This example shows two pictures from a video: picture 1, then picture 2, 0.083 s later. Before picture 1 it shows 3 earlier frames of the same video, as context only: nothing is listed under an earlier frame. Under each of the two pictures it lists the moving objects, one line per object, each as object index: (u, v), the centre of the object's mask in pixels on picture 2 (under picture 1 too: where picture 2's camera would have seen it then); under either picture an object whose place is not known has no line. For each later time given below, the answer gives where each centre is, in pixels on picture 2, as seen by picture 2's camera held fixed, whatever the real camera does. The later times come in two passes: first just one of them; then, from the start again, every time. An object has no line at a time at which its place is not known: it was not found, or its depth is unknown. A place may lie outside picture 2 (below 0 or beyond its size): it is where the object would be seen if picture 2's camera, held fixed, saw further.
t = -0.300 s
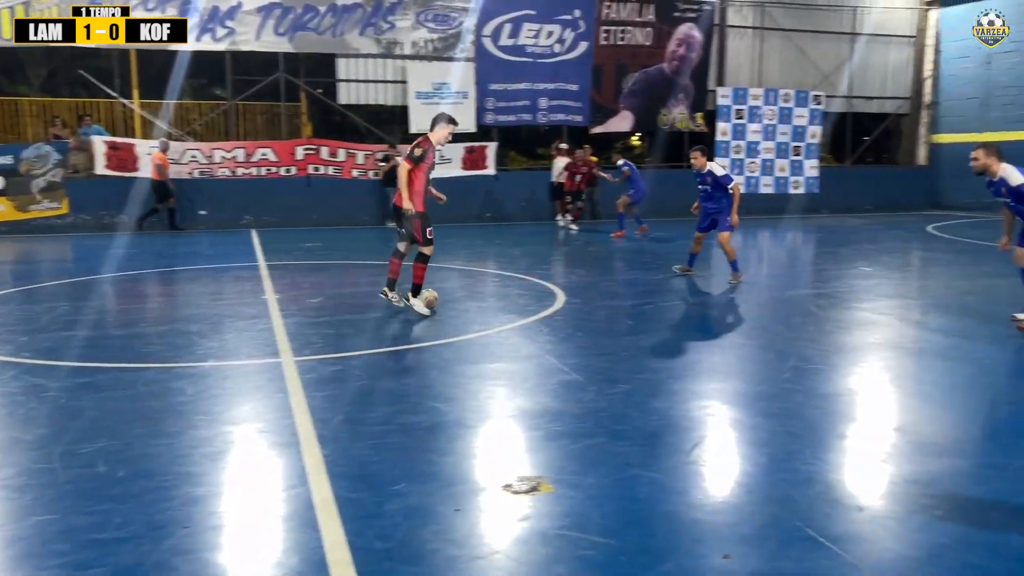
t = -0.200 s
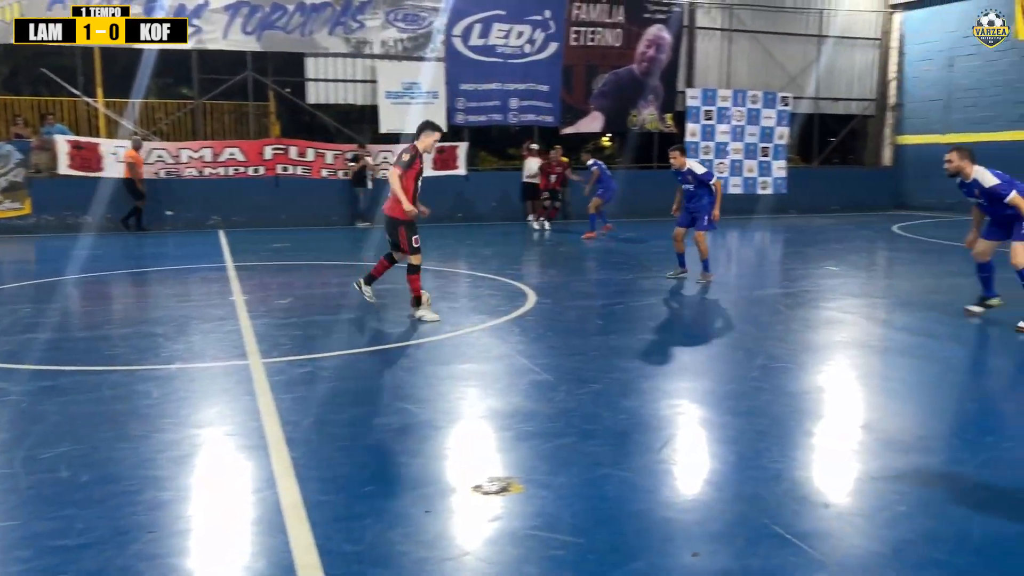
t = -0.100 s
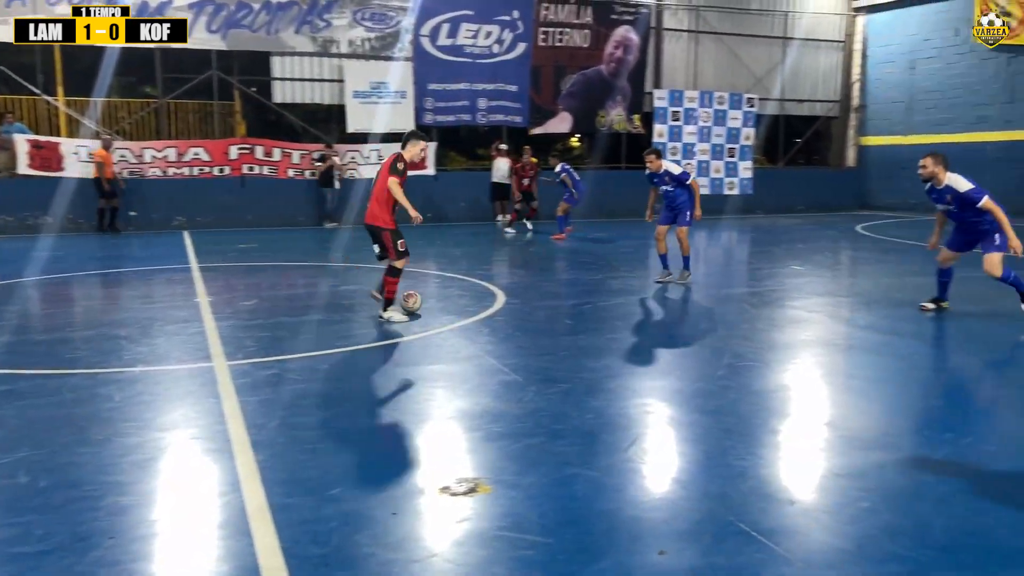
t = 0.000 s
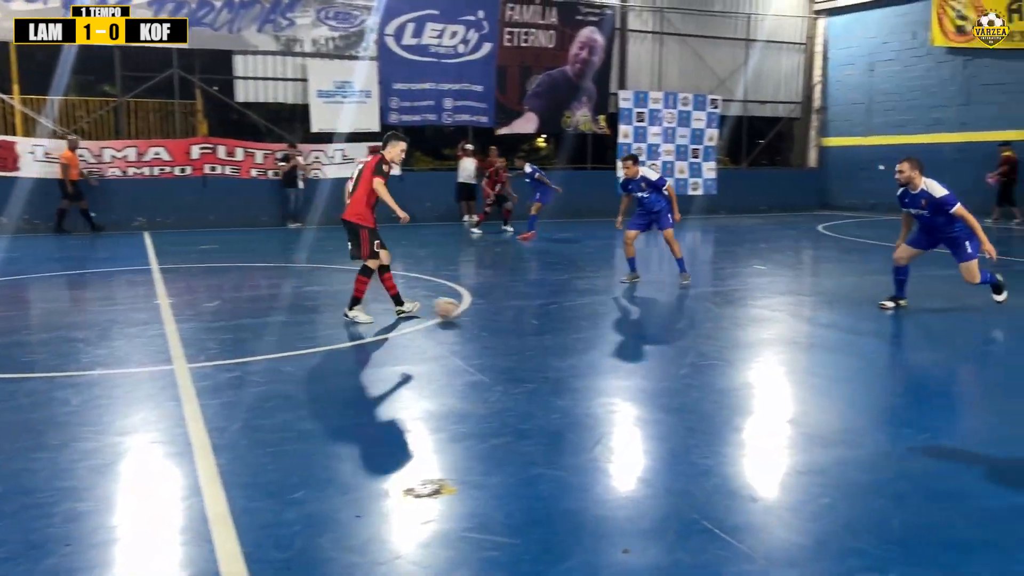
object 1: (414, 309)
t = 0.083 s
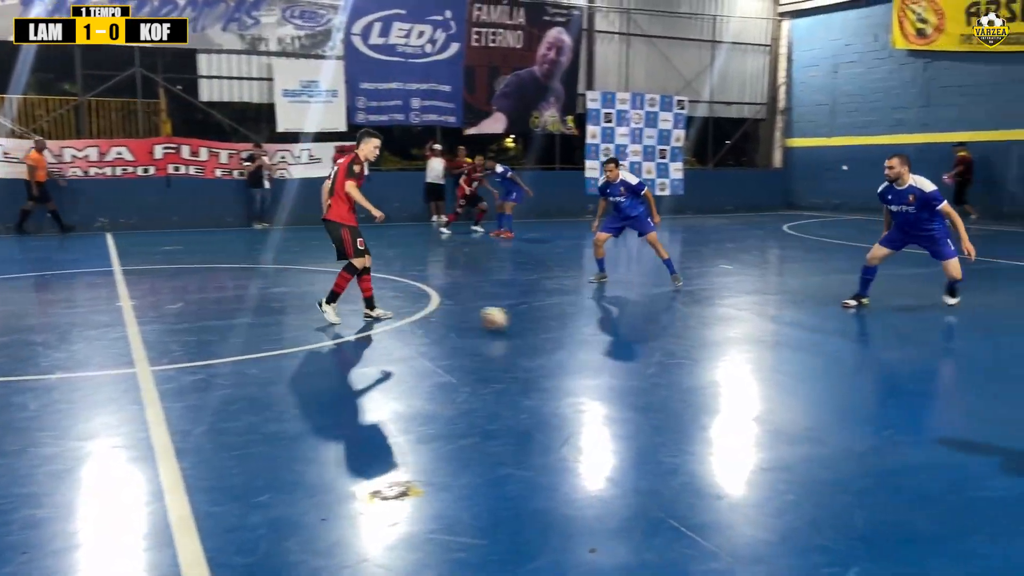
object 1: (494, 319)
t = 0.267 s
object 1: (683, 339)
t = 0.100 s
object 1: (510, 321)
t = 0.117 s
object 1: (528, 322)
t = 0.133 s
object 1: (545, 325)
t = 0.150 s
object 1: (562, 327)
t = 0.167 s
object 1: (578, 328)
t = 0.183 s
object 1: (596, 330)
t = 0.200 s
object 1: (613, 332)
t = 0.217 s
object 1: (631, 333)
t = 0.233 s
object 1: (648, 335)
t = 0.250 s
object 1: (665, 336)
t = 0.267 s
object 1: (683, 339)
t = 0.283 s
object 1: (701, 341)
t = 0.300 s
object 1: (720, 343)
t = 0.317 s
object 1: (738, 345)
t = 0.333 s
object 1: (757, 347)
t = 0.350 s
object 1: (775, 349)
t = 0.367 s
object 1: (794, 351)
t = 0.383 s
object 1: (813, 353)
